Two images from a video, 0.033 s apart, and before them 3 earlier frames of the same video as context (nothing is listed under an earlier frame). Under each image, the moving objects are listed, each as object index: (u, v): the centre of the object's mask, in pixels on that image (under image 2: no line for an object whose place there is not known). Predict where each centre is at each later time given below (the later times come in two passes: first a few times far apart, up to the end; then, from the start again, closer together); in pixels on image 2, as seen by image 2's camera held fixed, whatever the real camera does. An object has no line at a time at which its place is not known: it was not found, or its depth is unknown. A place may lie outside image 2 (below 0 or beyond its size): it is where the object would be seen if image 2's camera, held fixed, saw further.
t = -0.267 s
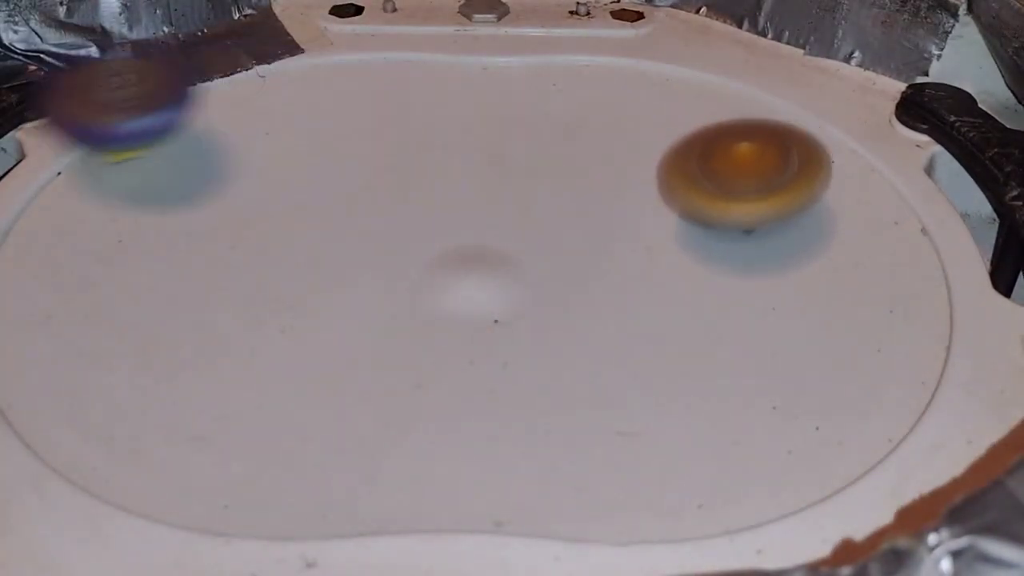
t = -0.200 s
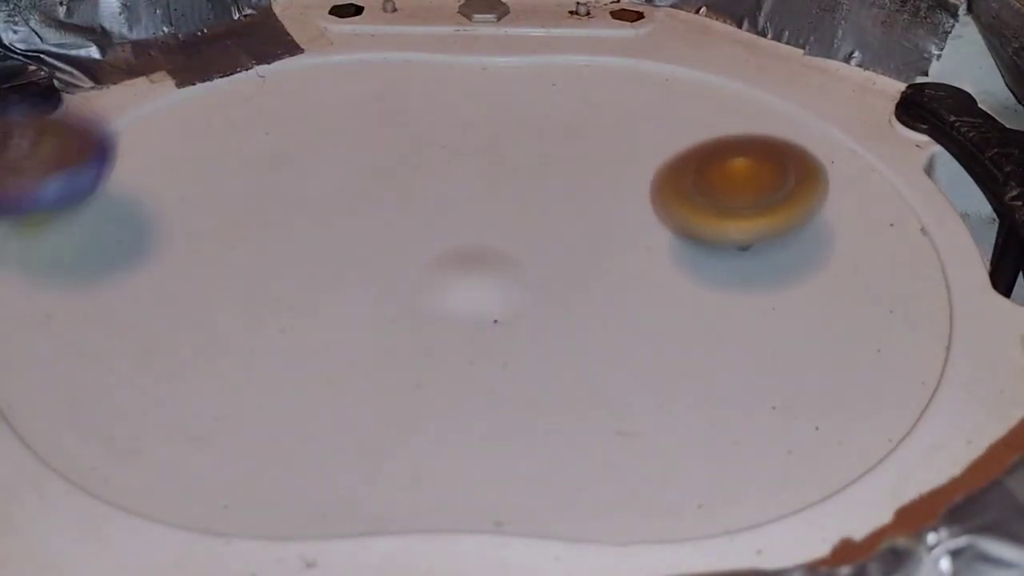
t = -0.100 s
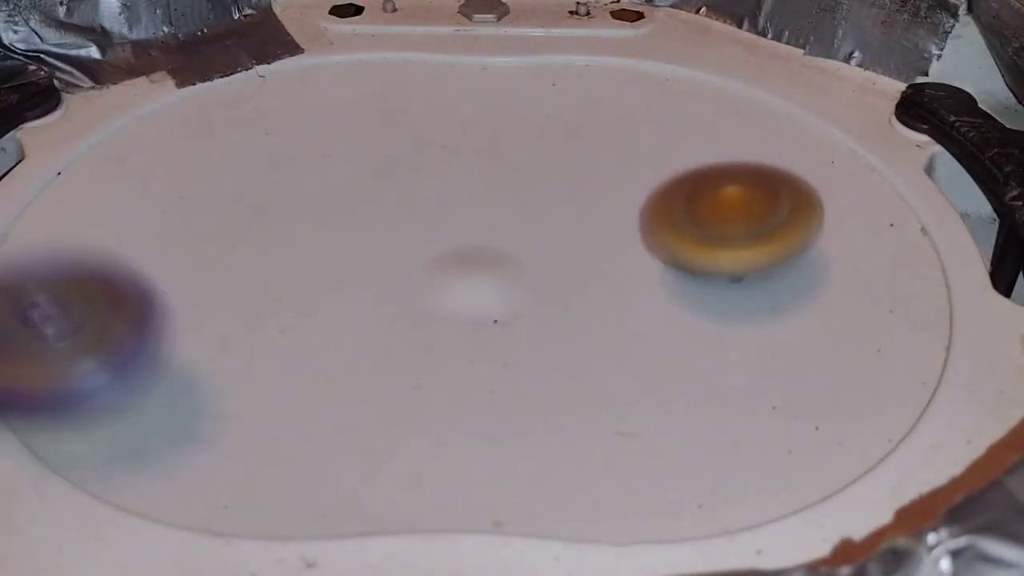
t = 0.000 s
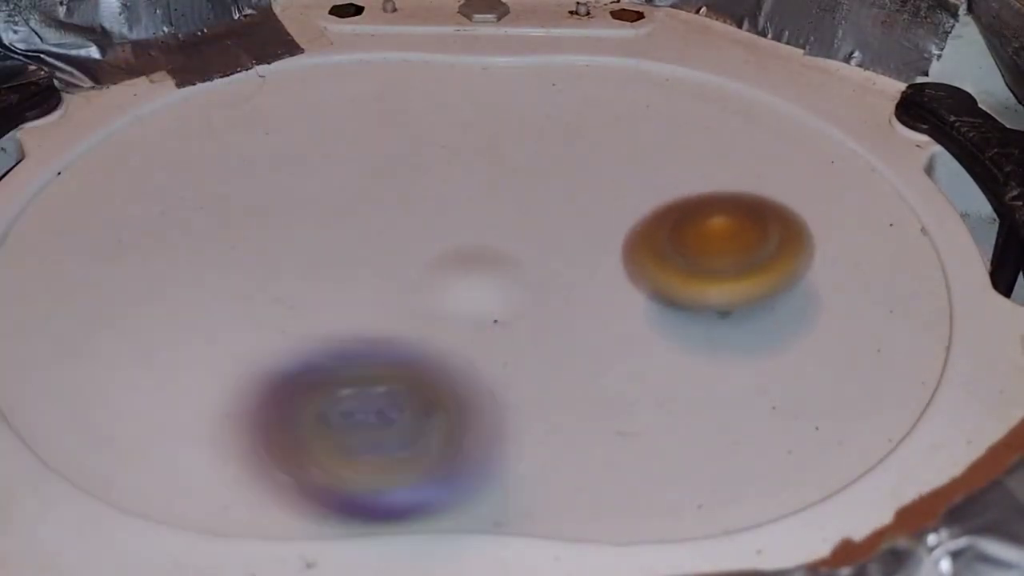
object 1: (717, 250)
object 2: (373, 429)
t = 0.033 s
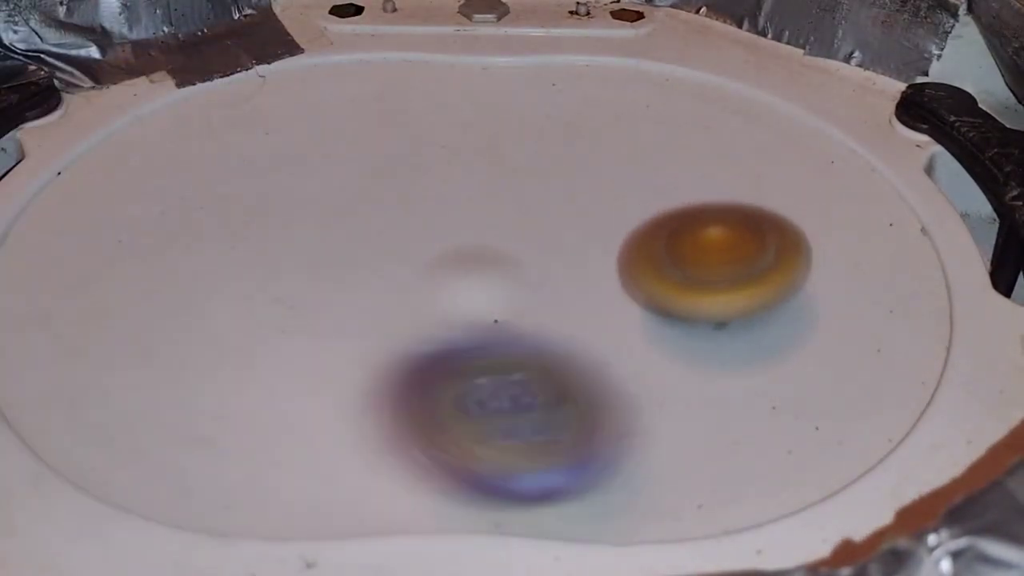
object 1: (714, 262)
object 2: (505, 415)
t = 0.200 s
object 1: (783, 122)
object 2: (815, 441)
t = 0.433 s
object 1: (567, 64)
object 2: (801, 191)
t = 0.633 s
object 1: (289, 140)
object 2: (466, 73)
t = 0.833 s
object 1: (97, 269)
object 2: (122, 146)
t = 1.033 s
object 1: (263, 458)
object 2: (91, 287)
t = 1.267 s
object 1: (689, 447)
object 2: (428, 234)
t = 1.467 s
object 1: (760, 312)
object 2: (345, 56)
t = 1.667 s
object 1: (643, 226)
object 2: (113, 110)
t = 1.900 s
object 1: (514, 187)
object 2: (340, 255)
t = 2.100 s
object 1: (462, 121)
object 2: (545, 236)
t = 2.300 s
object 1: (389, 84)
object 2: (592, 114)
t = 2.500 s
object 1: (309, 91)
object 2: (461, 93)
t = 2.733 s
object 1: (248, 166)
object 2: (550, 171)
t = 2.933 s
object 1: (320, 210)
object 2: (754, 157)
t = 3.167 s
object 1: (413, 224)
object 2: (753, 66)
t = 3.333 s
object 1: (414, 206)
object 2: (588, 118)
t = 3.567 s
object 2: (731, 190)
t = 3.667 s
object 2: (810, 176)
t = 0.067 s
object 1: (711, 271)
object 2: (629, 398)
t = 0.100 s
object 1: (731, 246)
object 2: (699, 410)
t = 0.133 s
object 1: (762, 197)
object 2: (742, 448)
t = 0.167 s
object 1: (779, 155)
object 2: (780, 439)
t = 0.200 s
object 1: (783, 122)
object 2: (815, 441)
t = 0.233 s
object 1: (774, 96)
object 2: (846, 421)
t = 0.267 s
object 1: (755, 81)
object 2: (870, 394)
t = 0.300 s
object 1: (725, 70)
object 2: (882, 365)
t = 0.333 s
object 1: (690, 62)
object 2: (880, 319)
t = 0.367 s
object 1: (650, 59)
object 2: (866, 276)
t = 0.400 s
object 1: (609, 61)
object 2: (840, 230)
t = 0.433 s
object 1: (567, 64)
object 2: (801, 191)
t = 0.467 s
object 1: (526, 73)
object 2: (751, 160)
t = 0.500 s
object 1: (483, 84)
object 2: (695, 133)
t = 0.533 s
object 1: (441, 98)
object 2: (633, 111)
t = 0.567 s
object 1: (398, 112)
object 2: (563, 95)
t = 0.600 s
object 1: (352, 126)
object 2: (502, 81)
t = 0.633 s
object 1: (289, 140)
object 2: (466, 73)
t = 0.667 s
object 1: (237, 156)
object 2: (422, 75)
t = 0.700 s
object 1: (195, 174)
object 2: (365, 78)
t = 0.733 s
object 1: (162, 194)
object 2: (303, 84)
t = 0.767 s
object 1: (135, 217)
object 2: (238, 96)
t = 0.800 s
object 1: (112, 242)
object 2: (177, 118)
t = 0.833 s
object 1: (97, 269)
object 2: (122, 146)
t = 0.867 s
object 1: (91, 297)
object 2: (81, 182)
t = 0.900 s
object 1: (84, 358)
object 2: (68, 195)
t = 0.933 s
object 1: (86, 410)
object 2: (66, 205)
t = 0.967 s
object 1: (138, 428)
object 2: (69, 226)
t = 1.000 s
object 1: (205, 450)
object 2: (75, 257)
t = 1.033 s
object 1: (263, 458)
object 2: (91, 287)
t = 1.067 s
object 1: (327, 451)
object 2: (126, 319)
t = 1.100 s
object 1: (378, 443)
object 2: (185, 343)
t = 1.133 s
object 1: (426, 437)
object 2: (257, 351)
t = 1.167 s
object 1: (494, 444)
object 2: (314, 329)
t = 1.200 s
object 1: (568, 451)
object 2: (362, 301)
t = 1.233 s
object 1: (634, 454)
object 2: (401, 270)
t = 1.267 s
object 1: (689, 447)
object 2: (428, 234)
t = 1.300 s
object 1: (730, 431)
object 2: (438, 199)
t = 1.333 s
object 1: (757, 412)
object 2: (441, 165)
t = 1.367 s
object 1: (775, 390)
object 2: (431, 132)
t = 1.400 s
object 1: (784, 363)
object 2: (409, 103)
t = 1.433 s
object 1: (776, 338)
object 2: (379, 77)
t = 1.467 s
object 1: (760, 312)
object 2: (345, 56)
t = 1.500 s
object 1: (743, 289)
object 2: (300, 38)
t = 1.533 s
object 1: (724, 271)
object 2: (260, 32)
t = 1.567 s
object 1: (706, 257)
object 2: (217, 37)
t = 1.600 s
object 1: (688, 245)
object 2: (178, 60)
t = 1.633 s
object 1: (665, 235)
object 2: (142, 86)
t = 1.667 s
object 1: (643, 226)
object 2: (113, 110)
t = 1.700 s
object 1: (623, 219)
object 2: (102, 133)
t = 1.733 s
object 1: (603, 212)
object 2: (105, 161)
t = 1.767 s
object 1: (584, 206)
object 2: (127, 190)
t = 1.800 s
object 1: (566, 200)
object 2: (165, 217)
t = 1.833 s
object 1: (548, 195)
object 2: (216, 239)
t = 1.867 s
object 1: (531, 191)
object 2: (276, 248)
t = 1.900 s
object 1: (514, 187)
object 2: (340, 255)
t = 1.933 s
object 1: (503, 178)
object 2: (393, 259)
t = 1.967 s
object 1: (506, 162)
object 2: (425, 264)
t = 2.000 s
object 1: (502, 150)
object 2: (464, 261)
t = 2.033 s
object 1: (490, 141)
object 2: (499, 255)
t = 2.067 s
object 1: (476, 132)
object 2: (522, 247)
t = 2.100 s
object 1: (462, 121)
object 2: (545, 236)
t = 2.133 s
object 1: (447, 111)
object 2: (569, 219)
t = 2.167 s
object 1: (434, 104)
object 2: (589, 197)
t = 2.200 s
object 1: (422, 97)
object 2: (603, 174)
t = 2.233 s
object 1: (410, 92)
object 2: (609, 152)
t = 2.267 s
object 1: (399, 88)
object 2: (604, 133)
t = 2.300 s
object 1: (389, 84)
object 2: (592, 114)
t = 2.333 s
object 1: (381, 84)
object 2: (572, 99)
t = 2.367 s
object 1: (373, 83)
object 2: (547, 89)
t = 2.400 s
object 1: (365, 84)
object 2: (517, 83)
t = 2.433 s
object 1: (347, 84)
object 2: (498, 84)
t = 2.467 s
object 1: (323, 86)
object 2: (482, 88)
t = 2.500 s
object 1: (309, 91)
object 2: (461, 93)
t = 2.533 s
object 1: (284, 96)
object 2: (456, 99)
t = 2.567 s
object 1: (262, 103)
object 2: (459, 107)
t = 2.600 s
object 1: (254, 114)
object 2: (466, 117)
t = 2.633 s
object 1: (245, 126)
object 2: (478, 129)
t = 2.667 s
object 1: (242, 141)
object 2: (496, 144)
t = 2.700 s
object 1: (243, 154)
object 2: (520, 159)
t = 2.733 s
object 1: (248, 166)
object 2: (550, 171)
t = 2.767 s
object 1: (257, 175)
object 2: (584, 178)
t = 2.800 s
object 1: (266, 184)
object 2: (620, 182)
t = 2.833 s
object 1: (279, 192)
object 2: (658, 181)
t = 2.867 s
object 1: (291, 199)
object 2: (694, 176)
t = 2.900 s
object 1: (306, 205)
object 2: (726, 168)
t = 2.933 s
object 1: (320, 210)
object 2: (754, 157)
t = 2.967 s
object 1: (335, 215)
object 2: (777, 143)
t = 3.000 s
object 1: (351, 219)
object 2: (792, 128)
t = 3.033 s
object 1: (365, 222)
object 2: (800, 110)
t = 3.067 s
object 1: (381, 224)
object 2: (797, 96)
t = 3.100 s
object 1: (394, 225)
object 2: (790, 80)
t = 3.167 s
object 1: (413, 224)
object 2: (753, 66)
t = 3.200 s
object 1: (414, 223)
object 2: (721, 70)
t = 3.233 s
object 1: (411, 219)
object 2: (688, 73)
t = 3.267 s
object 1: (411, 215)
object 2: (652, 83)
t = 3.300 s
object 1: (411, 209)
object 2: (618, 100)
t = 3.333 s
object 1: (414, 206)
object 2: (588, 118)
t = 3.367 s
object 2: (562, 141)
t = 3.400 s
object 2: (576, 155)
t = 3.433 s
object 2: (607, 165)
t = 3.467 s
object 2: (639, 175)
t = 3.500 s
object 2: (671, 182)
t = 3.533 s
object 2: (701, 187)
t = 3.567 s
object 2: (731, 190)
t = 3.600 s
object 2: (760, 187)
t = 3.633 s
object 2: (786, 184)
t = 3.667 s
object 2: (810, 176)
